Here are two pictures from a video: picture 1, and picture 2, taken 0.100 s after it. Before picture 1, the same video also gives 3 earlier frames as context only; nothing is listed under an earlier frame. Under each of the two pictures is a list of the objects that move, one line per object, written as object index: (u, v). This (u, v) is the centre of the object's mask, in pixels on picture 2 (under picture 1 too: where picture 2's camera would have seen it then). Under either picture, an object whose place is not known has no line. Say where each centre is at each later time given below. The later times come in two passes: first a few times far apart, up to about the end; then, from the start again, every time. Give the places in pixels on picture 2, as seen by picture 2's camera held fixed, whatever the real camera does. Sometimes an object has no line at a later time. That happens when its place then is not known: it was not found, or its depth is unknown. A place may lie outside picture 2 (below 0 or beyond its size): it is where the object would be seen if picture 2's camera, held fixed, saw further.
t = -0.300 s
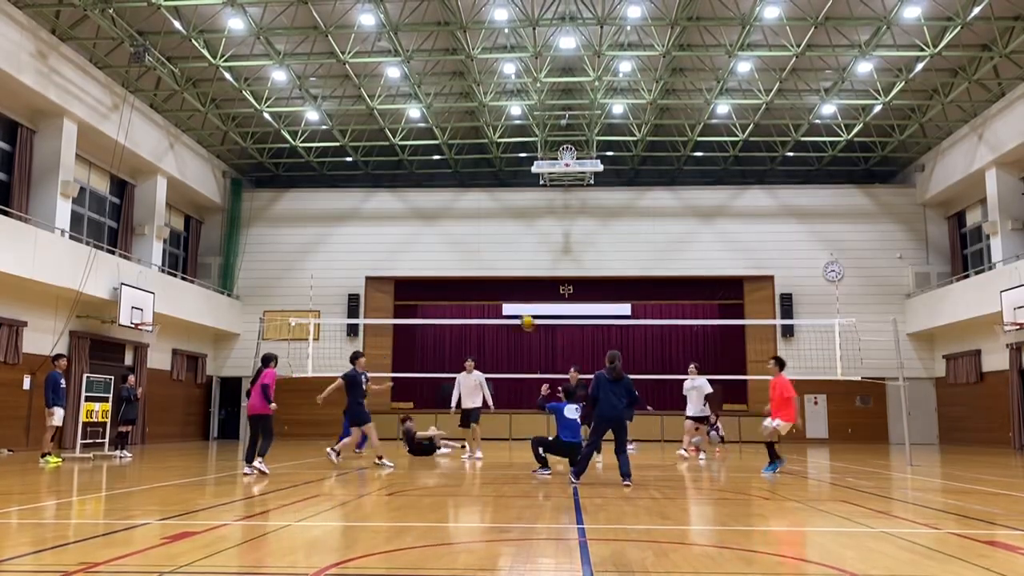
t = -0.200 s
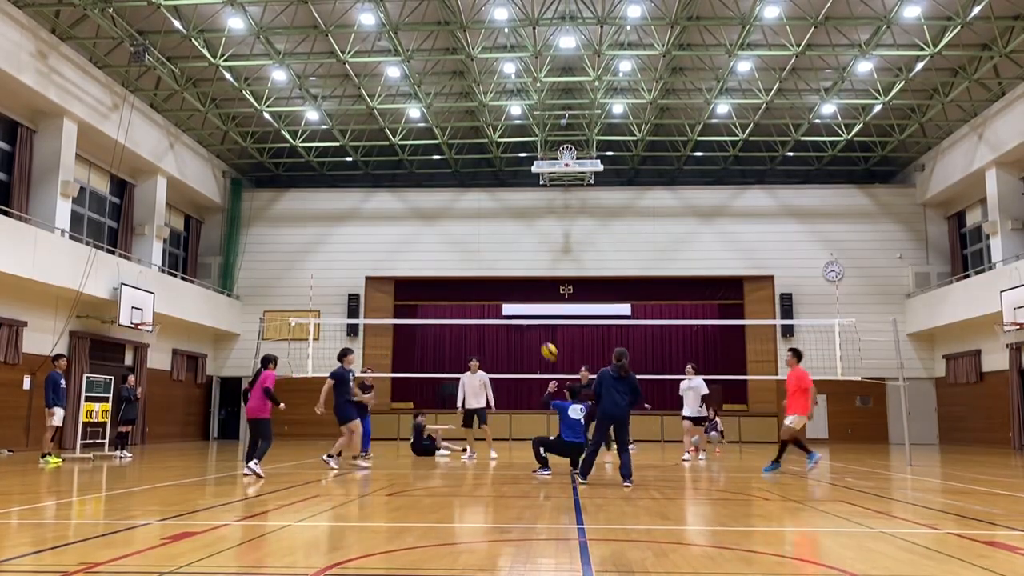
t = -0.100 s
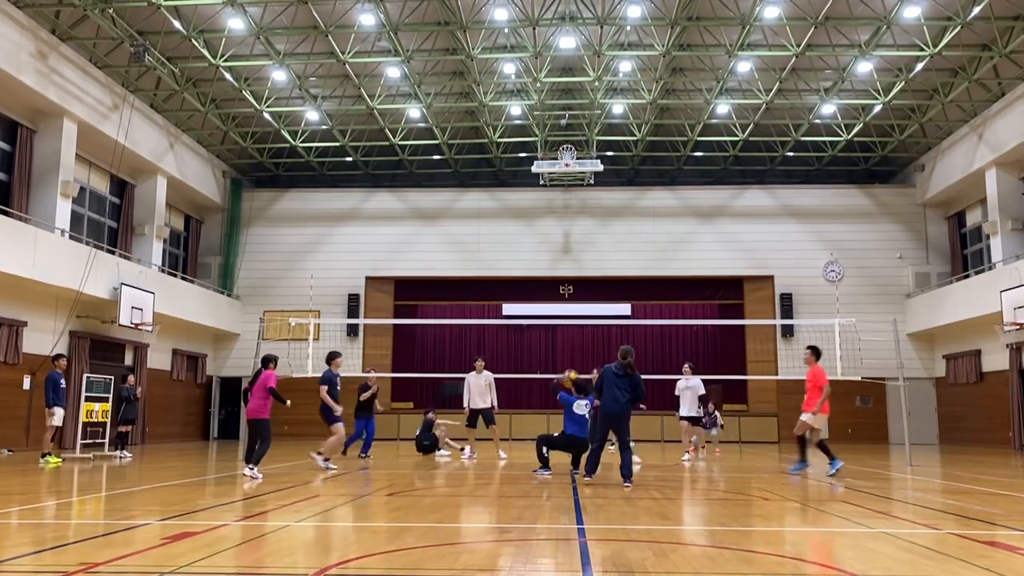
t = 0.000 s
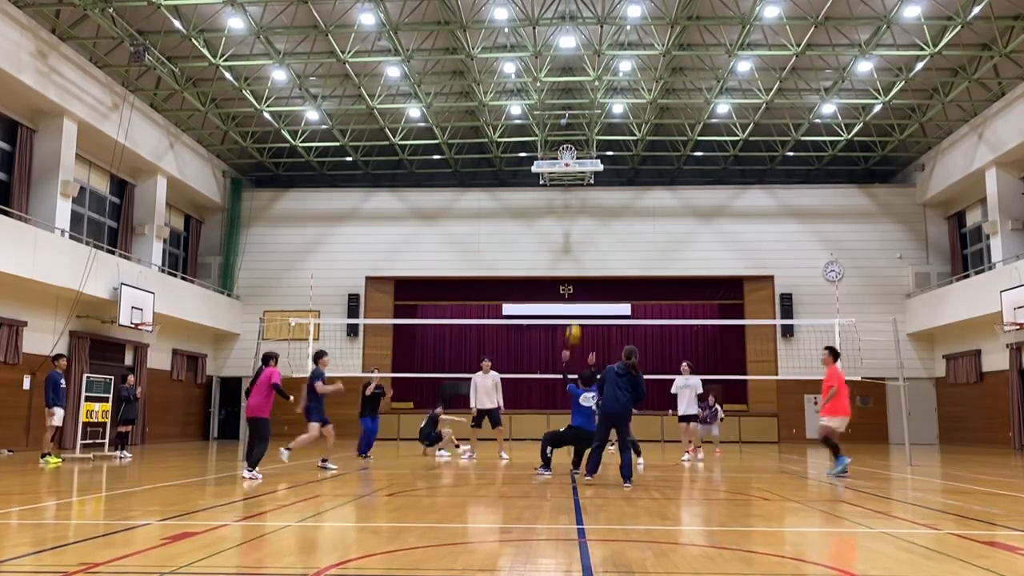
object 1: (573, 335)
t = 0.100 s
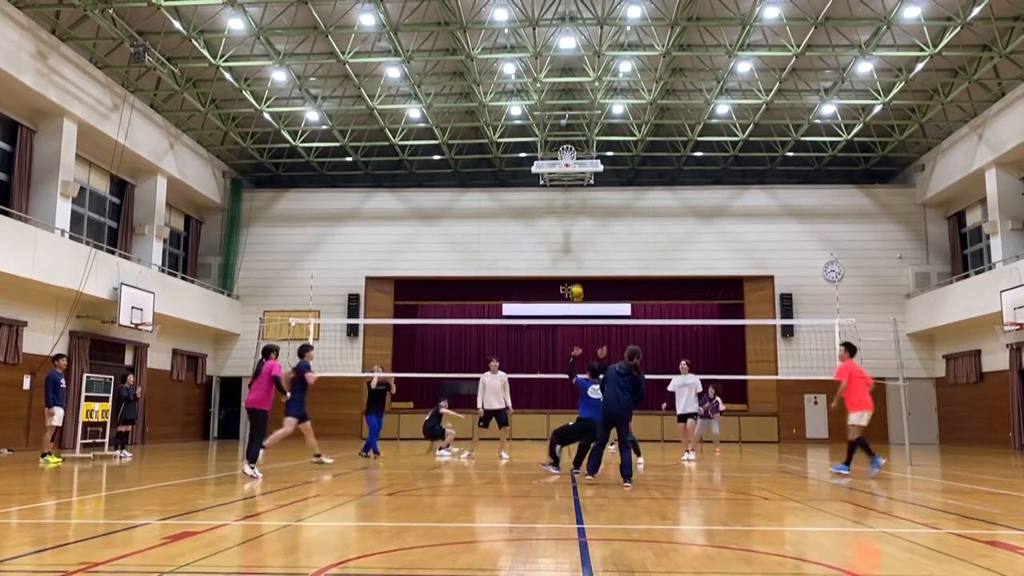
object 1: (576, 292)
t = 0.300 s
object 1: (582, 238)
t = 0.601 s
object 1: (593, 208)
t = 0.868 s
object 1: (601, 227)
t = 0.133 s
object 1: (577, 282)
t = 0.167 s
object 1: (578, 271)
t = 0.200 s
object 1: (579, 261)
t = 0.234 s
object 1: (581, 253)
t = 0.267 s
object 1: (582, 245)
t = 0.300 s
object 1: (582, 238)
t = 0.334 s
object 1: (584, 232)
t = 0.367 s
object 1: (585, 226)
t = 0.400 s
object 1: (586, 222)
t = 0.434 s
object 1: (587, 217)
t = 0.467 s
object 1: (589, 214)
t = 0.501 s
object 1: (589, 211)
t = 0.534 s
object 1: (591, 209)
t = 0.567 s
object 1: (592, 208)
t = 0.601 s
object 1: (593, 208)
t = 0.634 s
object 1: (594, 208)
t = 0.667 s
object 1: (595, 208)
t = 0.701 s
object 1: (596, 210)
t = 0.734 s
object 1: (597, 212)
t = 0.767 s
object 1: (598, 215)
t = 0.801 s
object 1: (599, 219)
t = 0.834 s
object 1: (600, 223)
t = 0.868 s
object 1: (601, 227)
